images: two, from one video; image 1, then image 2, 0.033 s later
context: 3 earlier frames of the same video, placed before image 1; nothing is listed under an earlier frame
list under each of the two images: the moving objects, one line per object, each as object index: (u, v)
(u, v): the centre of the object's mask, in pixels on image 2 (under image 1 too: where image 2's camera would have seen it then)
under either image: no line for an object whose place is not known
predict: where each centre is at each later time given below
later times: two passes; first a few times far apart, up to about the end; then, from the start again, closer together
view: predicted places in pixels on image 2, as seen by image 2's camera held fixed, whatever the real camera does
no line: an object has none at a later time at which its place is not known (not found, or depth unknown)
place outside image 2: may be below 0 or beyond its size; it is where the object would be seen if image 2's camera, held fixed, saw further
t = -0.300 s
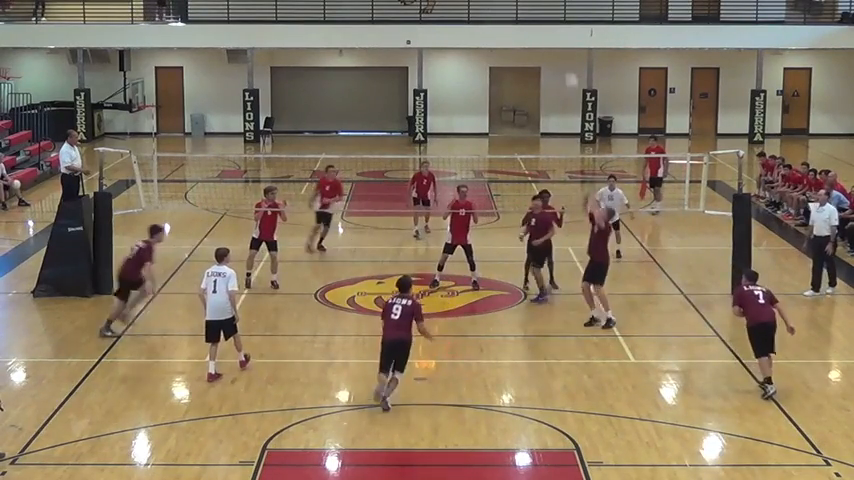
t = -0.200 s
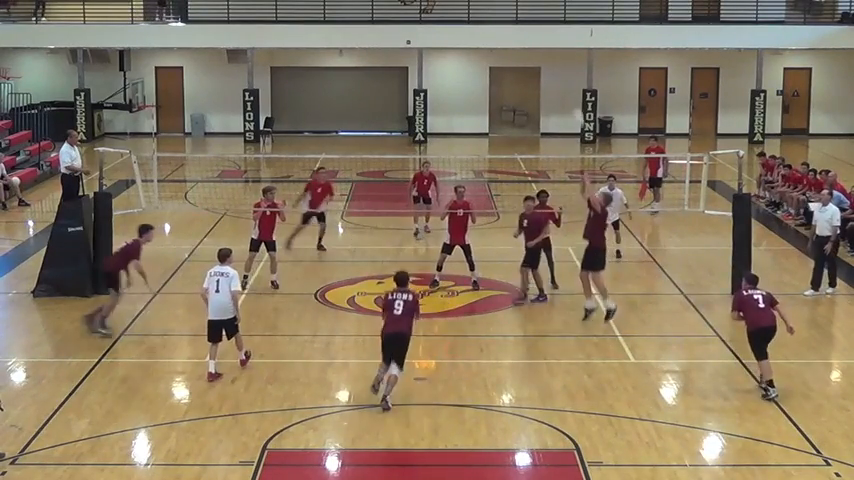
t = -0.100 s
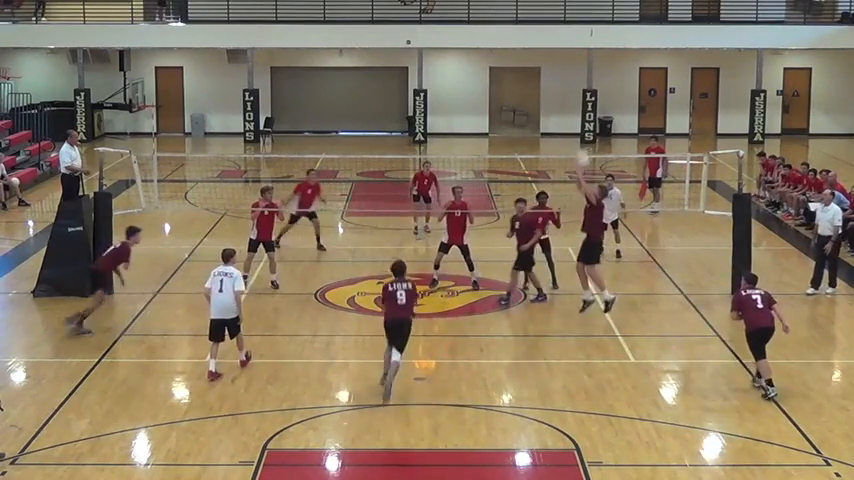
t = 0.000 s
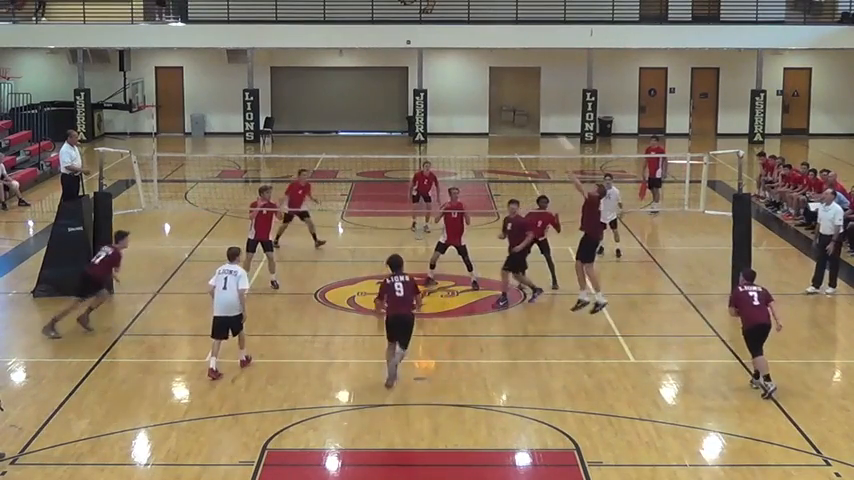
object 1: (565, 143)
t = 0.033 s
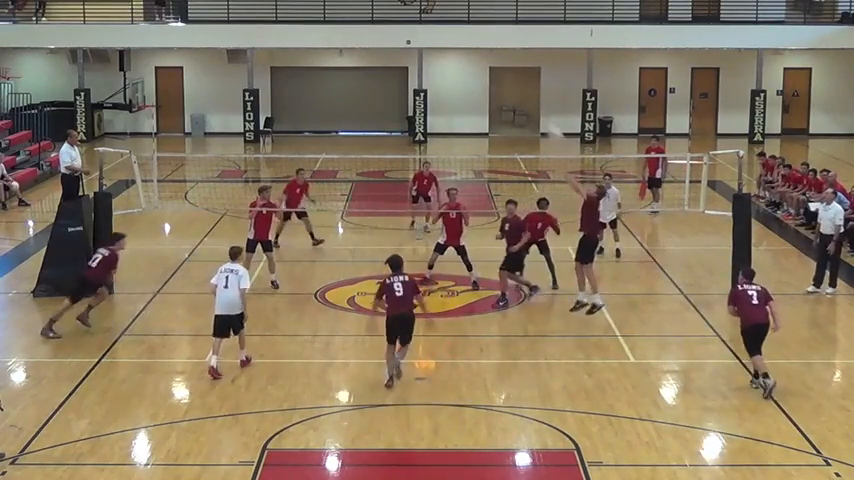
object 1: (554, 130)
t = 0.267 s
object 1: (481, 62)
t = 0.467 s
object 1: (422, 35)
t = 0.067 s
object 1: (543, 119)
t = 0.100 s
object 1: (532, 110)
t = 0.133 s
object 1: (523, 100)
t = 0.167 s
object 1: (511, 89)
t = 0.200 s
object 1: (501, 80)
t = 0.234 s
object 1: (492, 72)
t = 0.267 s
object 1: (481, 62)
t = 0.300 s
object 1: (471, 56)
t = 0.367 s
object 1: (452, 45)
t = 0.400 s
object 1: (442, 41)
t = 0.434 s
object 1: (432, 37)
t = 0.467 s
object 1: (422, 35)
